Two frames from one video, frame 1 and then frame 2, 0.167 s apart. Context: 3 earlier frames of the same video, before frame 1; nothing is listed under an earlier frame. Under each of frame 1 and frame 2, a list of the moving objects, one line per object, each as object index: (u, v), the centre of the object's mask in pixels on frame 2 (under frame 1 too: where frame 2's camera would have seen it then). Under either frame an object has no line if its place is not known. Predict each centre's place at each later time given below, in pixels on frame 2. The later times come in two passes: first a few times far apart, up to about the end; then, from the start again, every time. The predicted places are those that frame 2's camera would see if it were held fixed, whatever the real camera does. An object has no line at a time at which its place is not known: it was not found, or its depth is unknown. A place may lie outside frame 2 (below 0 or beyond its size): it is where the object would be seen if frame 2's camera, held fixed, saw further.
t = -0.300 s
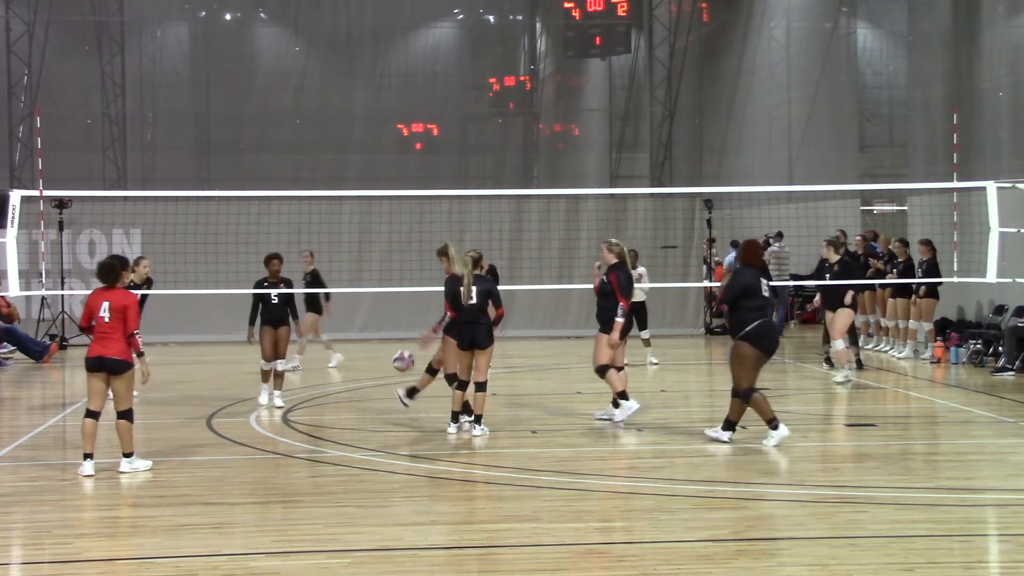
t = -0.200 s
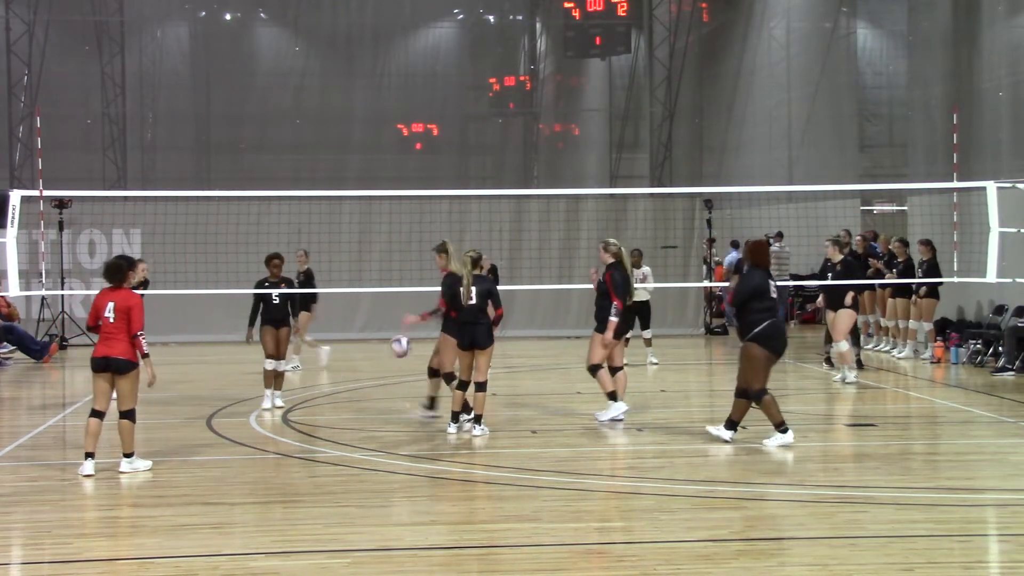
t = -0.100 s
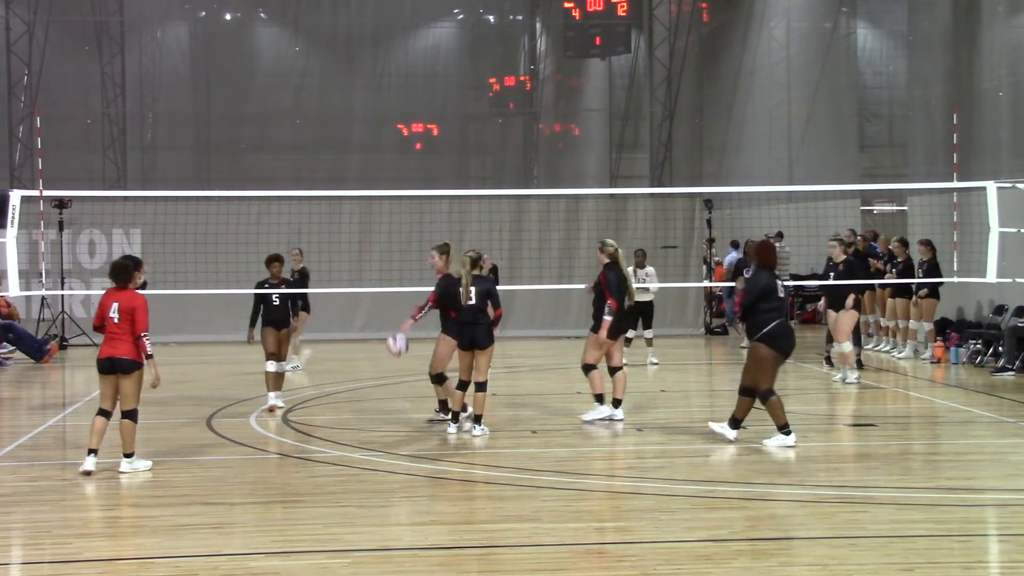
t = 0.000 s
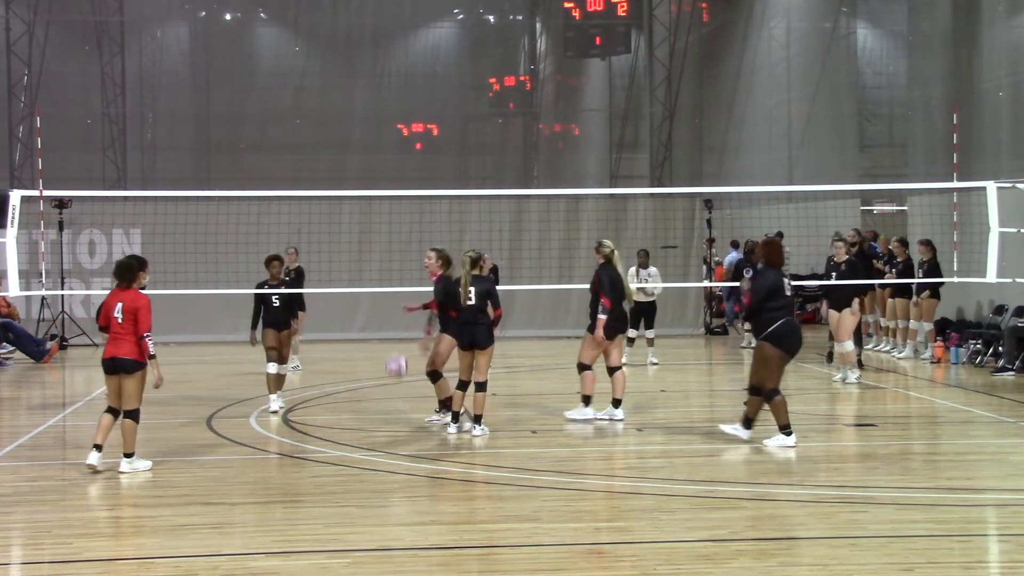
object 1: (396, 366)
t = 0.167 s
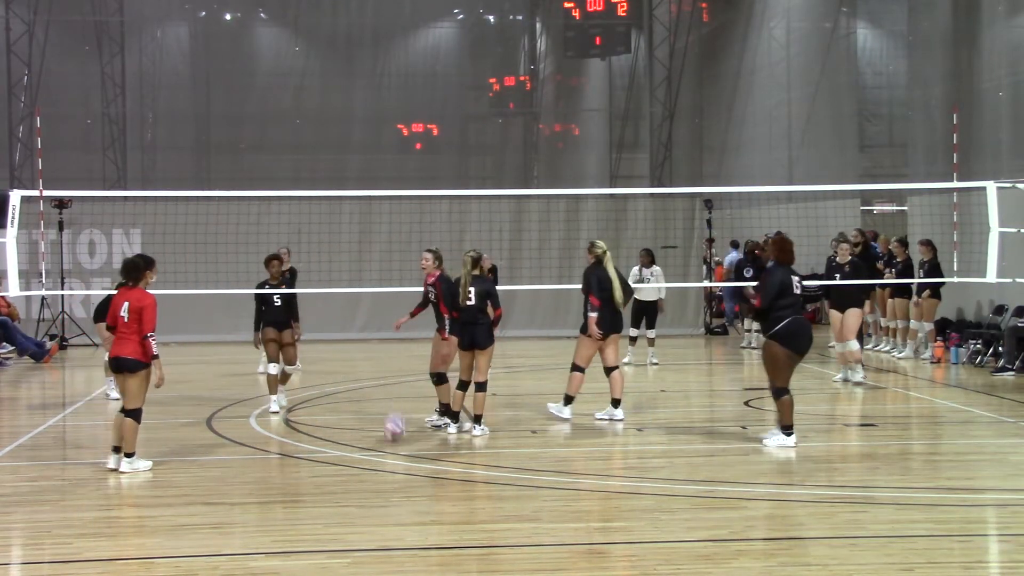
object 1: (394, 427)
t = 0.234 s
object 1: (395, 414)
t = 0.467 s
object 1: (400, 381)
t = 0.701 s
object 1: (405, 410)
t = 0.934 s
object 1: (412, 431)
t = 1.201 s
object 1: (420, 427)
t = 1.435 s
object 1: (429, 467)
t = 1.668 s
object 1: (438, 452)
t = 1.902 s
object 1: (451, 502)
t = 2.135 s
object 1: (463, 487)
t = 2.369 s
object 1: (477, 522)
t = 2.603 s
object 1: (491, 533)
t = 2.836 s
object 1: (506, 551)
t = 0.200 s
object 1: (395, 423)
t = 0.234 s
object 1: (395, 414)
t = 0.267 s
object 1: (396, 406)
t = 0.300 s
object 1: (397, 399)
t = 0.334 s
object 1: (397, 393)
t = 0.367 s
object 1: (398, 388)
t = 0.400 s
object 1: (399, 384)
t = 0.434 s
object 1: (399, 382)
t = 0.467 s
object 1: (400, 381)
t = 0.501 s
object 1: (401, 381)
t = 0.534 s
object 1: (401, 382)
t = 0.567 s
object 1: (402, 385)
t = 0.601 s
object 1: (403, 389)
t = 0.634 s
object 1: (404, 395)
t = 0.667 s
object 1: (404, 402)
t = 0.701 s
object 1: (405, 410)
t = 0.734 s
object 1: (406, 419)
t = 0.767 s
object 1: (407, 432)
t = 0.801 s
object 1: (408, 443)
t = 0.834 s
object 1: (409, 454)
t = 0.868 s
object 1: (410, 446)
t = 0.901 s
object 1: (411, 436)
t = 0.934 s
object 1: (412, 431)
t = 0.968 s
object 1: (413, 425)
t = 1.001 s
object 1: (414, 421)
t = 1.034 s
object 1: (415, 419)
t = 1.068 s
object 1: (415, 418)
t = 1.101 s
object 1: (417, 418)
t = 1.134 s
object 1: (418, 420)
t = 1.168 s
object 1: (420, 422)
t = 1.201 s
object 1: (420, 427)
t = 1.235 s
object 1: (421, 434)
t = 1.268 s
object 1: (423, 441)
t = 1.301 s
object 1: (424, 451)
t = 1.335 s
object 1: (425, 461)
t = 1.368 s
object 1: (428, 476)
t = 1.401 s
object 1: (429, 478)
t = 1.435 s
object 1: (429, 467)
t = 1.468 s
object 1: (430, 461)
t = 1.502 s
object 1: (432, 456)
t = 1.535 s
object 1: (433, 452)
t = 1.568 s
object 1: (435, 450)
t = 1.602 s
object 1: (436, 449)
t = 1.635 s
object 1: (437, 449)
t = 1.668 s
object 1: (438, 452)
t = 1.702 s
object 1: (441, 455)
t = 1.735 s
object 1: (442, 462)
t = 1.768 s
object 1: (443, 469)
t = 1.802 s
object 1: (445, 479)
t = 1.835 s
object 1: (447, 489)
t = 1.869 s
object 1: (449, 505)
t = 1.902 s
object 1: (451, 502)
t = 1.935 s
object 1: (452, 494)
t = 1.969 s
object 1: (453, 490)
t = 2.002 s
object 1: (456, 486)
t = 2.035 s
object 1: (457, 484)
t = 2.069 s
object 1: (459, 483)
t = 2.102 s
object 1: (461, 484)
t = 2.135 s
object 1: (463, 487)
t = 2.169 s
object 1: (465, 492)
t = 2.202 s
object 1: (466, 498)
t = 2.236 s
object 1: (469, 508)
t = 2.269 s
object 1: (471, 518)
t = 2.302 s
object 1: (473, 533)
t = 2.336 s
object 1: (474, 528)
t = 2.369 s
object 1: (477, 522)
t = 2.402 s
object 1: (479, 518)
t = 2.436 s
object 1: (481, 516)
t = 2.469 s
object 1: (483, 516)
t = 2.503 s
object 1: (484, 518)
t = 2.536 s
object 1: (486, 521)
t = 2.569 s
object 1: (488, 526)
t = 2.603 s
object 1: (491, 533)
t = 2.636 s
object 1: (493, 543)
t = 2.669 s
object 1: (495, 556)
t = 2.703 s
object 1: (498, 556)
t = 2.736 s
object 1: (501, 552)
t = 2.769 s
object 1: (503, 549)
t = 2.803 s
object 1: (505, 549)
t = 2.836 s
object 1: (506, 551)
